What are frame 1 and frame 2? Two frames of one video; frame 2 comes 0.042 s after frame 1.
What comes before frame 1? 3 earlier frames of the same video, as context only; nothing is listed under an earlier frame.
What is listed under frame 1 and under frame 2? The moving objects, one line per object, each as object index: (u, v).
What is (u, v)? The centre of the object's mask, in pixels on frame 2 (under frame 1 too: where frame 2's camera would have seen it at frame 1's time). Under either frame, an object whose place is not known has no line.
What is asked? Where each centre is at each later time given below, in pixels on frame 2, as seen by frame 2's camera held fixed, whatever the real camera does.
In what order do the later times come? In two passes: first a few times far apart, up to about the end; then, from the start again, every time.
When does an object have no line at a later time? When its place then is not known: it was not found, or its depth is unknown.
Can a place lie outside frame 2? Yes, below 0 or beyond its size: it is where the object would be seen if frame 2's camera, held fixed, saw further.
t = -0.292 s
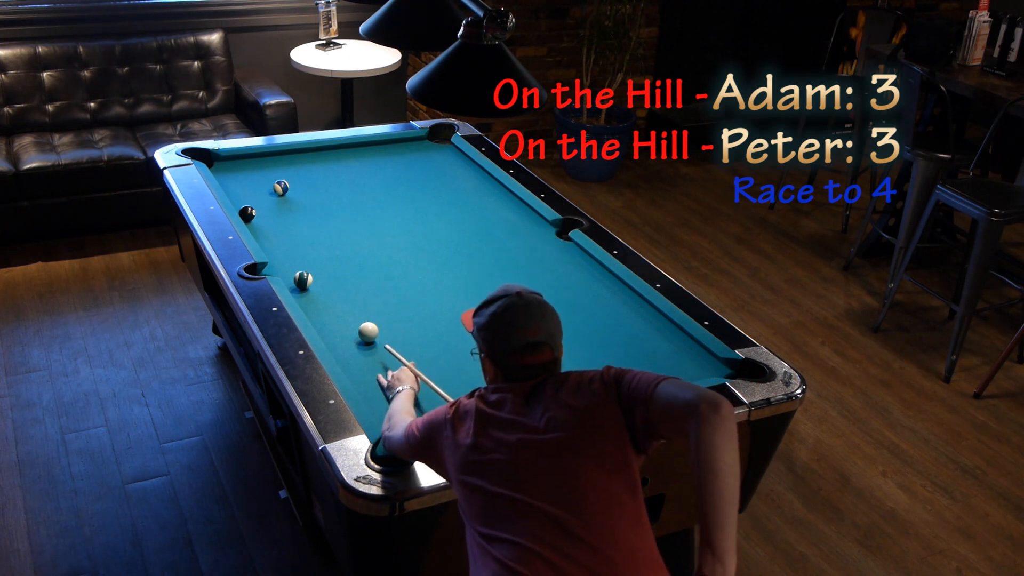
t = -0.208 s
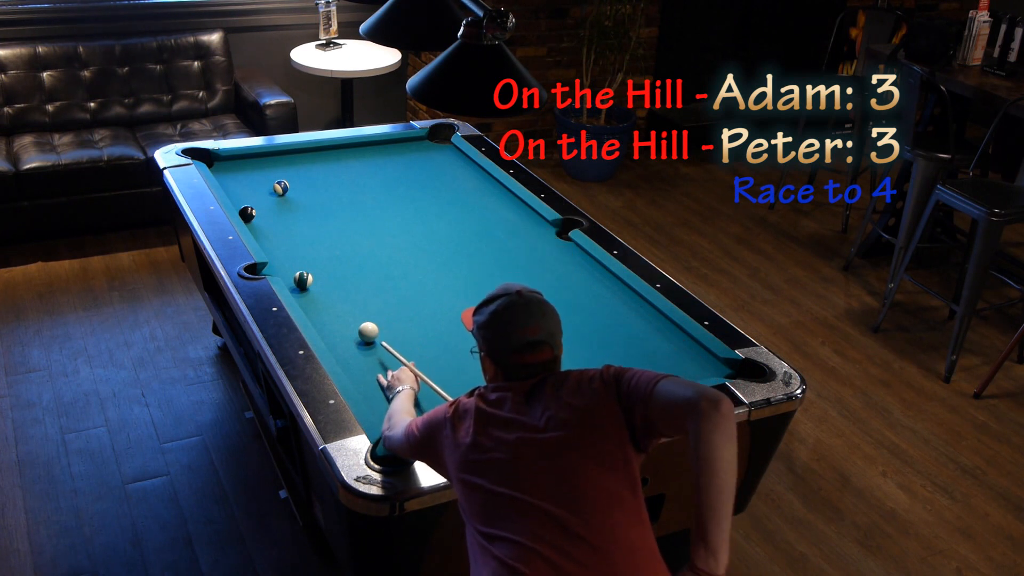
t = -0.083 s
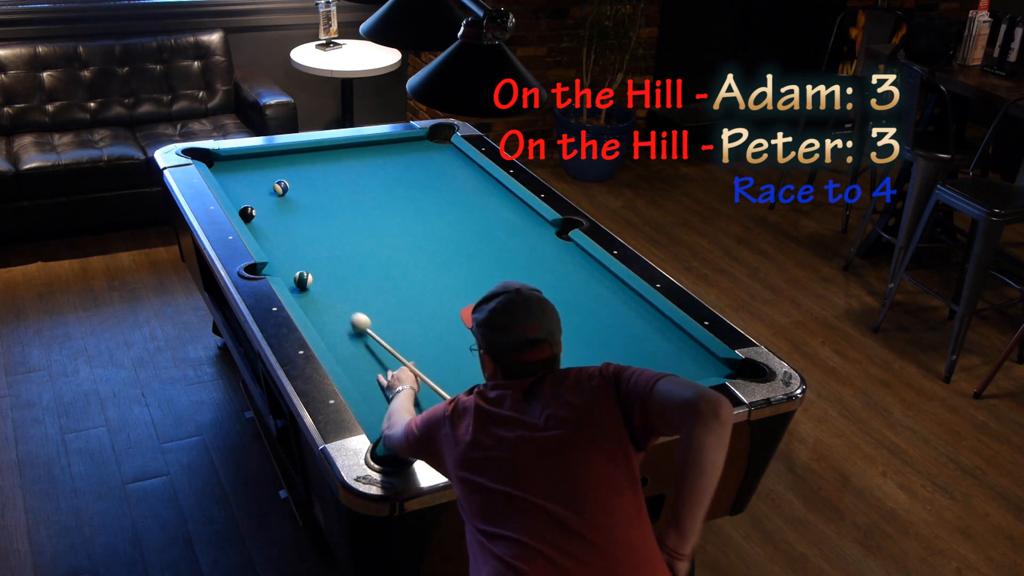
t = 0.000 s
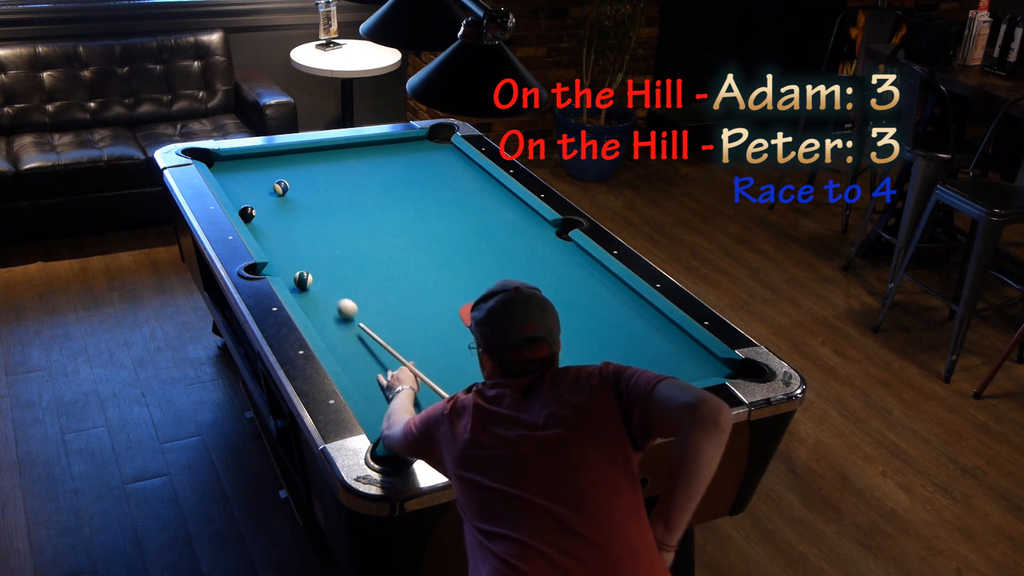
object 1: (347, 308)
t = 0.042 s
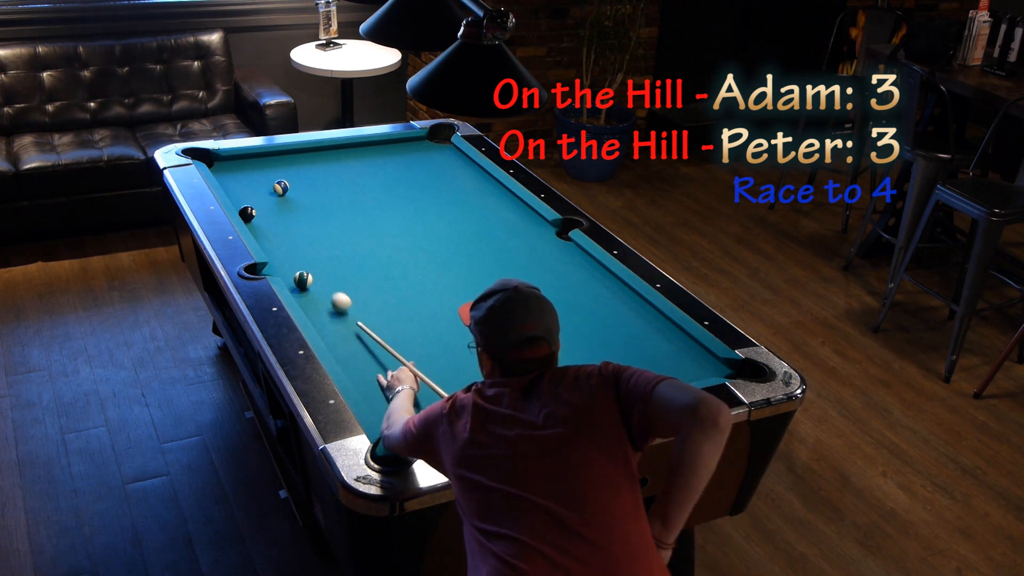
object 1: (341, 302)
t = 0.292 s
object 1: (324, 270)
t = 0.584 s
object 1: (328, 240)
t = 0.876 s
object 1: (331, 214)
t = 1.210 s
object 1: (334, 189)
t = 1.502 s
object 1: (336, 169)
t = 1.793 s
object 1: (338, 152)
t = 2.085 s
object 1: (350, 152)
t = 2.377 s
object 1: (366, 158)
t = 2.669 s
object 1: (381, 163)
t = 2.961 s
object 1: (395, 169)
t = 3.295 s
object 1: (410, 174)
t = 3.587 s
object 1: (421, 178)
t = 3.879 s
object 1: (430, 182)
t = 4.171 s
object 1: (439, 185)
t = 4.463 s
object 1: (445, 188)
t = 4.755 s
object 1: (450, 190)
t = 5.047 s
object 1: (454, 192)
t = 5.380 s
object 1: (455, 193)
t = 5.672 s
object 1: (454, 193)
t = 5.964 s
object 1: (454, 193)
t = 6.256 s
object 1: (454, 193)
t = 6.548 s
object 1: (454, 193)
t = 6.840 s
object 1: (454, 193)
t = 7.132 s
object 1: (454, 193)
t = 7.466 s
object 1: (454, 193)
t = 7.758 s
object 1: (454, 193)
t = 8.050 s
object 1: (454, 193)
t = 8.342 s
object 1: (454, 193)
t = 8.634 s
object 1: (454, 193)
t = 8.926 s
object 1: (454, 193)
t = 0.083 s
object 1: (335, 296)
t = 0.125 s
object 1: (329, 290)
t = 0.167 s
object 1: (324, 284)
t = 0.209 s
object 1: (323, 279)
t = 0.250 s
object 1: (324, 275)
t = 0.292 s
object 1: (324, 270)
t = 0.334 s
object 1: (325, 265)
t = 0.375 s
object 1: (325, 261)
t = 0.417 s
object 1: (326, 256)
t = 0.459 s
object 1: (326, 252)
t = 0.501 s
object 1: (327, 248)
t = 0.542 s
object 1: (327, 244)
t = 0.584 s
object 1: (328, 240)
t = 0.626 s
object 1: (329, 236)
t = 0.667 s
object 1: (329, 232)
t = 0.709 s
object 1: (329, 228)
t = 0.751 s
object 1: (330, 224)
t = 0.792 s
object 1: (330, 221)
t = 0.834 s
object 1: (331, 217)
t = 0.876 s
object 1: (331, 214)
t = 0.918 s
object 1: (331, 211)
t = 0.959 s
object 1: (332, 207)
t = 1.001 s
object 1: (332, 204)
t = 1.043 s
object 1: (333, 201)
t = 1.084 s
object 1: (333, 198)
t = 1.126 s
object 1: (333, 194)
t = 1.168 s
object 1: (334, 191)
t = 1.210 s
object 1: (334, 189)
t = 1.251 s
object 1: (335, 186)
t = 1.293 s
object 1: (335, 183)
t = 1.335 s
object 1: (335, 180)
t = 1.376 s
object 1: (336, 177)
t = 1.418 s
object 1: (336, 174)
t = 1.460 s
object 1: (336, 172)
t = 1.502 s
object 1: (336, 169)
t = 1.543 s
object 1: (337, 166)
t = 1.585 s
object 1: (337, 164)
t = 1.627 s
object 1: (337, 161)
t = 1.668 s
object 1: (337, 159)
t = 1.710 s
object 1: (338, 157)
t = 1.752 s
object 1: (338, 154)
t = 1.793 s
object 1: (338, 152)
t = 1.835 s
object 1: (338, 150)
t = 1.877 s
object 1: (338, 148)
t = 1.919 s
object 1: (341, 148)
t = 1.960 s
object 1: (343, 149)
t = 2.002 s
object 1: (345, 150)
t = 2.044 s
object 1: (348, 151)
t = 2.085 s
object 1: (350, 152)
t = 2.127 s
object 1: (353, 153)
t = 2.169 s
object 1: (355, 154)
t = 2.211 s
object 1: (357, 154)
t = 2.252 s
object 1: (360, 155)
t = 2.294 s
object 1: (362, 156)
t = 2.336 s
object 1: (364, 157)
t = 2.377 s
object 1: (366, 158)
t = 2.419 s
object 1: (369, 158)
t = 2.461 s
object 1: (371, 159)
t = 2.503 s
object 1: (373, 160)
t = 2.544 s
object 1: (375, 161)
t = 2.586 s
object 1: (377, 162)
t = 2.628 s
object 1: (379, 163)
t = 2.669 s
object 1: (381, 163)
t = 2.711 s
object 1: (384, 164)
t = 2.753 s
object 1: (385, 165)
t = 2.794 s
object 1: (387, 166)
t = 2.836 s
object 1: (389, 166)
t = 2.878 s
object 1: (391, 167)
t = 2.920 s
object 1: (393, 168)
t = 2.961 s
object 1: (395, 169)
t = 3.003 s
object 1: (397, 169)
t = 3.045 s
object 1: (399, 170)
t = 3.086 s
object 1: (401, 171)
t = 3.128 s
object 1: (403, 171)
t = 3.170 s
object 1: (404, 172)
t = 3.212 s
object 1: (406, 173)
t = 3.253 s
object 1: (408, 173)
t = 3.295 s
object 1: (410, 174)
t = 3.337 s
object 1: (411, 175)
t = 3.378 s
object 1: (413, 175)
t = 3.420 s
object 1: (414, 176)
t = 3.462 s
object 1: (416, 177)
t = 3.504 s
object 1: (418, 177)
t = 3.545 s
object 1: (419, 178)
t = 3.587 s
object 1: (421, 178)
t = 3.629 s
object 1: (422, 179)
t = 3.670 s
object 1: (424, 179)
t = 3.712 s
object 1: (425, 180)
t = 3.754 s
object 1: (426, 180)
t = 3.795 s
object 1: (428, 181)
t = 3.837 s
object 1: (429, 181)
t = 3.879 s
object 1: (430, 182)
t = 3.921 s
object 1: (432, 182)
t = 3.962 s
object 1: (433, 183)
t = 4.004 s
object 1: (434, 183)
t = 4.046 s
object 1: (436, 184)
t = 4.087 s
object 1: (436, 184)
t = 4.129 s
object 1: (438, 185)
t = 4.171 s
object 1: (439, 185)
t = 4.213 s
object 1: (440, 186)
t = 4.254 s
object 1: (441, 186)
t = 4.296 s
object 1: (442, 186)
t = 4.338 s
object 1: (443, 187)
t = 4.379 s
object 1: (444, 187)
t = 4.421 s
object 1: (444, 188)
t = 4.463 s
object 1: (445, 188)
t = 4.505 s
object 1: (446, 188)
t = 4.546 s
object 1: (447, 189)
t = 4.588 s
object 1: (447, 189)
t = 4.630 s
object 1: (448, 189)
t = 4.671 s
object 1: (449, 190)
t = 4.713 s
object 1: (449, 190)
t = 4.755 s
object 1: (450, 190)
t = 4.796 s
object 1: (451, 191)
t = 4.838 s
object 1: (451, 191)
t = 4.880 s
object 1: (452, 191)
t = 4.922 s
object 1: (452, 191)
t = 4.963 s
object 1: (453, 192)
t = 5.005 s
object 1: (453, 192)
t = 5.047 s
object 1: (454, 192)
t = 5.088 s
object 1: (454, 192)
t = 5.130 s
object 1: (454, 192)
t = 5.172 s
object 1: (454, 193)
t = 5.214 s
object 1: (454, 193)
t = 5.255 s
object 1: (455, 193)
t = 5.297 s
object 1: (454, 193)
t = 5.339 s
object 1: (455, 193)
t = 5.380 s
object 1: (455, 193)
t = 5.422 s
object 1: (455, 193)
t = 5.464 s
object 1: (454, 193)
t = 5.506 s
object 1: (454, 193)
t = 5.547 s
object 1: (454, 193)
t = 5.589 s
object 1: (454, 193)
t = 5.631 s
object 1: (454, 193)
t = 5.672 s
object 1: (454, 193)
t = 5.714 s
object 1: (454, 193)
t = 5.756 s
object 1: (454, 193)
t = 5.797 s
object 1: (454, 193)
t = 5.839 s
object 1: (454, 193)
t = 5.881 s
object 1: (454, 193)
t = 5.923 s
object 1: (454, 193)
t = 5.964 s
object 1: (454, 193)
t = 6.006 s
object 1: (454, 193)
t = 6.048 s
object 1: (454, 193)
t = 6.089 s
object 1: (454, 193)
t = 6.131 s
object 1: (454, 193)
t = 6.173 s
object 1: (454, 193)
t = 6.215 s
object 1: (454, 193)
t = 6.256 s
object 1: (454, 193)
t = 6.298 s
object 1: (454, 193)
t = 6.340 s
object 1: (454, 193)
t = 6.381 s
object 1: (454, 193)
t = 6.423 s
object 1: (454, 193)
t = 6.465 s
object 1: (454, 193)
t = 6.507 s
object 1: (454, 193)
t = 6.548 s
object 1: (454, 193)
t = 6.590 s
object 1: (454, 193)
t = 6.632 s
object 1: (454, 193)
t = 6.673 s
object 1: (454, 193)
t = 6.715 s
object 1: (454, 193)
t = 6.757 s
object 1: (454, 193)
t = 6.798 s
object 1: (454, 193)
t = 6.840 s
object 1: (454, 193)
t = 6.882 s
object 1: (454, 193)
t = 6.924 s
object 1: (454, 193)
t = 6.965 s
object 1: (454, 193)
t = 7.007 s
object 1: (454, 193)
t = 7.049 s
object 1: (454, 193)
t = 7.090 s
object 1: (454, 193)
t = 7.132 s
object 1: (454, 193)
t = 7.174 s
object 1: (454, 193)
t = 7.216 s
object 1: (454, 193)
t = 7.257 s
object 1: (454, 193)
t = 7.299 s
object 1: (454, 193)
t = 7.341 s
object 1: (454, 193)
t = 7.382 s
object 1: (454, 193)
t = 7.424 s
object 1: (454, 193)
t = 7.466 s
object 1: (454, 193)
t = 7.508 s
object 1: (454, 193)
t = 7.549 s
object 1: (454, 193)
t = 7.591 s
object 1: (454, 193)
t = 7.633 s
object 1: (454, 193)
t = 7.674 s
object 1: (454, 193)
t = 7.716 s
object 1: (454, 193)
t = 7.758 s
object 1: (454, 193)
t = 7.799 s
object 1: (454, 193)
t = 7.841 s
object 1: (454, 193)
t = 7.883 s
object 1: (454, 193)
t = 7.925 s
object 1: (454, 193)
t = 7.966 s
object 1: (454, 193)
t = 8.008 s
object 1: (454, 193)
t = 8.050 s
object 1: (454, 193)
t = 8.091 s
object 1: (454, 193)
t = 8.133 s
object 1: (454, 193)
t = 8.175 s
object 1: (454, 193)
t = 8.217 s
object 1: (454, 193)
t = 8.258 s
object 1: (454, 193)
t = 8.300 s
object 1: (454, 193)
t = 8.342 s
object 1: (454, 193)
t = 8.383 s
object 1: (454, 193)
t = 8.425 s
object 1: (454, 193)
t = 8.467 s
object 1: (454, 193)
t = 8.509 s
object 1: (454, 193)
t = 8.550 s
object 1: (454, 193)
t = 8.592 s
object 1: (454, 193)
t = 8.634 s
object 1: (454, 193)
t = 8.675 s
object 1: (454, 193)
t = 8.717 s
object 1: (454, 193)
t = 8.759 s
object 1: (454, 193)
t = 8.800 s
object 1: (454, 193)
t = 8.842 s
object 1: (454, 193)
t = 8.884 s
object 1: (454, 193)
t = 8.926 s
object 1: (454, 193)
